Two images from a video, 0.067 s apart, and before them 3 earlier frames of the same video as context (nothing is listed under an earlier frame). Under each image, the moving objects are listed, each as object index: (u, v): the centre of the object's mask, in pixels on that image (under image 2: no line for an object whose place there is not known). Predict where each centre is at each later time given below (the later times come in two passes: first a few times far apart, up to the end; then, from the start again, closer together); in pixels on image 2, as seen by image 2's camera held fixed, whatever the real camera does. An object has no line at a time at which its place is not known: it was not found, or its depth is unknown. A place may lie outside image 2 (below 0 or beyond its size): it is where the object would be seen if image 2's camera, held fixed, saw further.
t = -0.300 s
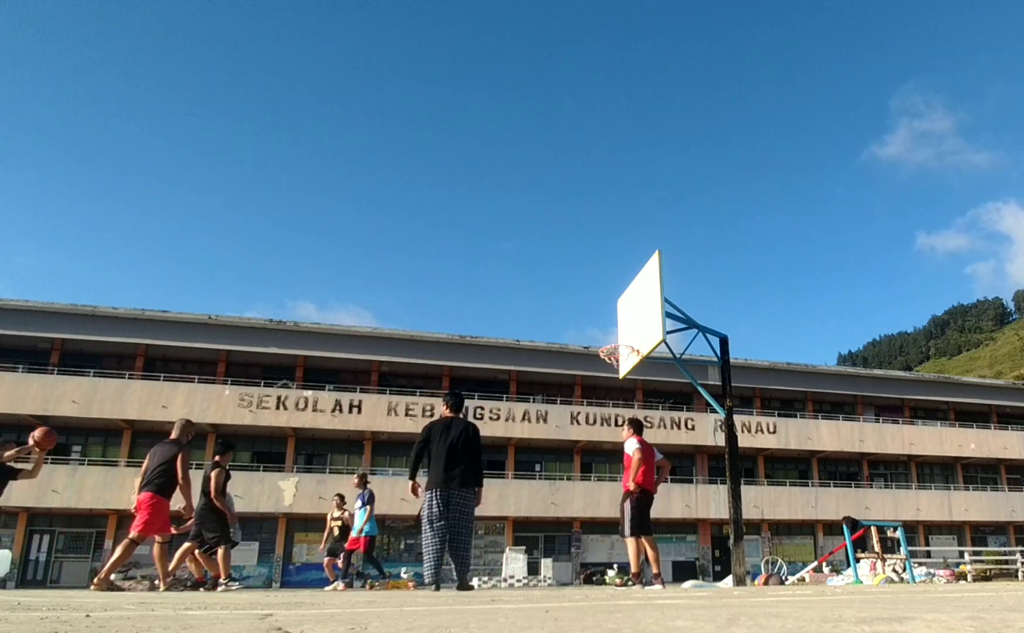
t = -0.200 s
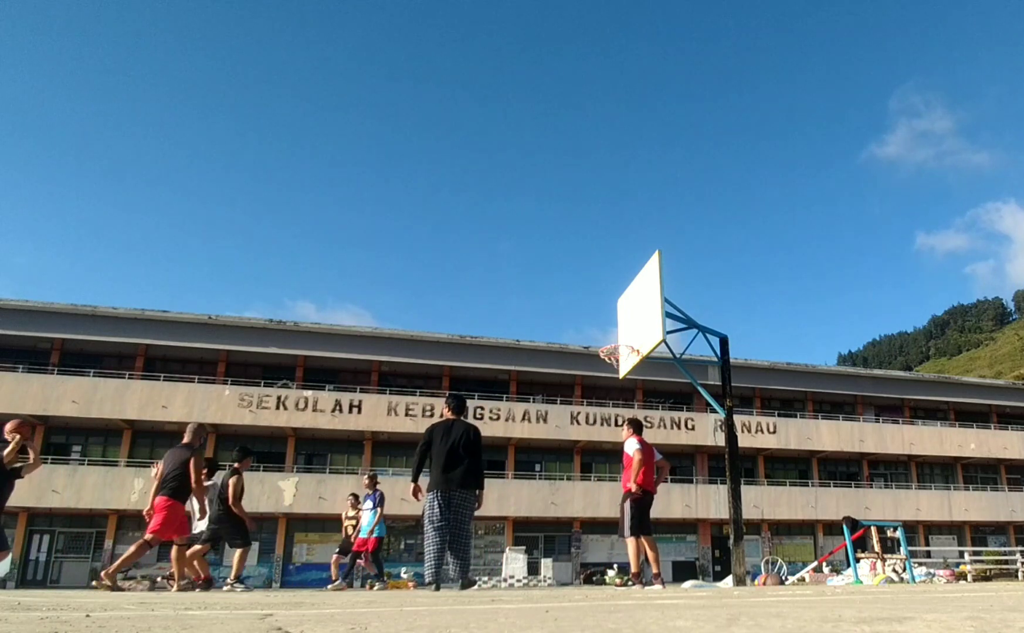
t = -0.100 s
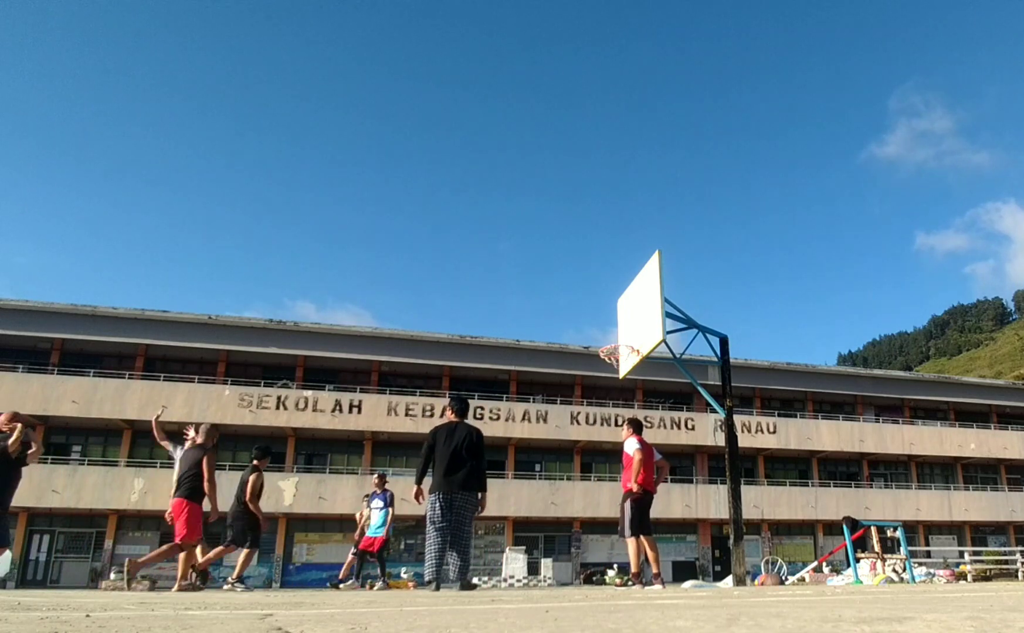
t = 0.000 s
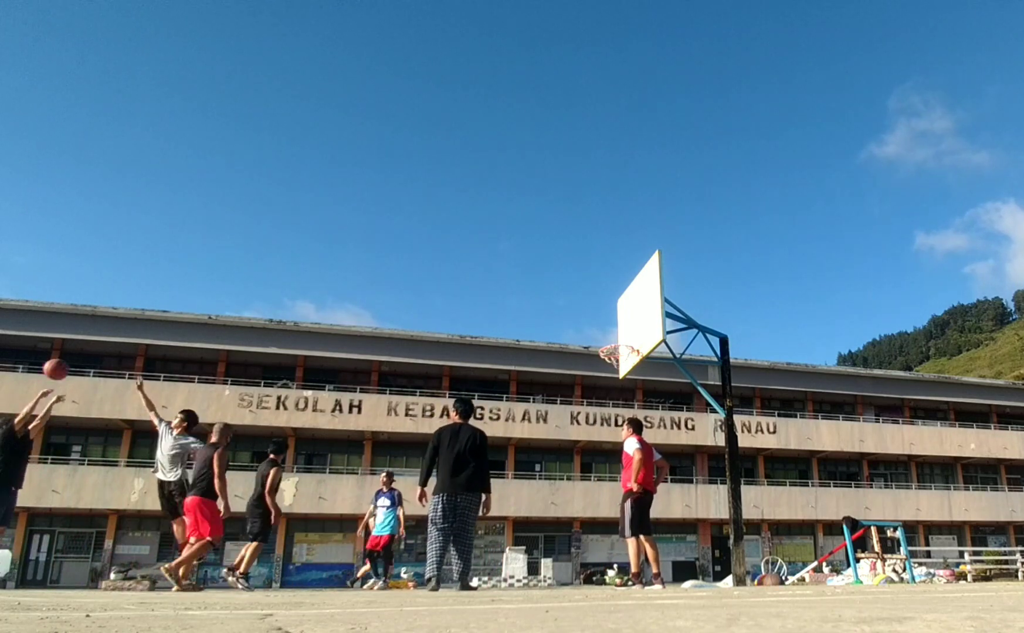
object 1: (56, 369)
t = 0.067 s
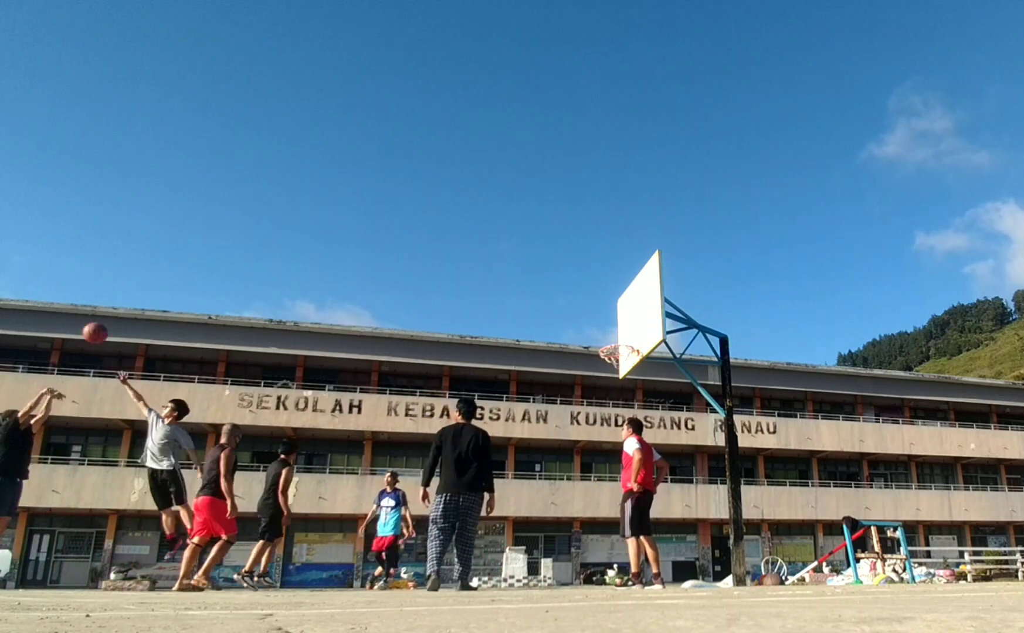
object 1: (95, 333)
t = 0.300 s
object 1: (216, 245)
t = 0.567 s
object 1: (329, 206)
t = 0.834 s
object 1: (424, 223)
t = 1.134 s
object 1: (519, 302)
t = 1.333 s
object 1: (580, 391)
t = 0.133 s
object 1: (132, 302)
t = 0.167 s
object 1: (150, 288)
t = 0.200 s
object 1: (167, 276)
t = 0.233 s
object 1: (184, 264)
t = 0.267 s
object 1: (201, 254)
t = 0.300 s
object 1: (216, 245)
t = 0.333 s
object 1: (231, 237)
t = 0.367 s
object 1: (246, 229)
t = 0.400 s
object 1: (261, 223)
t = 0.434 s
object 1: (275, 218)
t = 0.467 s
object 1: (289, 214)
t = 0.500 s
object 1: (303, 211)
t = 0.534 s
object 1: (316, 208)
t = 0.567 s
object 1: (329, 206)
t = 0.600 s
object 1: (342, 205)
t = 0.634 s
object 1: (354, 205)
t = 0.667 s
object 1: (366, 206)
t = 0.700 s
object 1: (378, 208)
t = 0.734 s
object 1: (390, 211)
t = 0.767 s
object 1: (401, 214)
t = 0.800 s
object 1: (413, 218)
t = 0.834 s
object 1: (424, 223)
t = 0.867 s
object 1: (435, 228)
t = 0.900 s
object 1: (446, 235)
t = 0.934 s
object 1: (456, 242)
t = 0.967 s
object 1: (467, 250)
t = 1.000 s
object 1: (477, 259)
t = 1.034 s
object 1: (488, 268)
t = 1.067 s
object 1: (498, 278)
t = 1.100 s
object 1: (509, 290)
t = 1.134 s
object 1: (519, 302)
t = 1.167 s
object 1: (529, 315)
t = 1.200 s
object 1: (539, 328)
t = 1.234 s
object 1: (549, 343)
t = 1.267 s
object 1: (560, 358)
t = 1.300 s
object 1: (570, 375)
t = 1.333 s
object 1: (580, 391)
